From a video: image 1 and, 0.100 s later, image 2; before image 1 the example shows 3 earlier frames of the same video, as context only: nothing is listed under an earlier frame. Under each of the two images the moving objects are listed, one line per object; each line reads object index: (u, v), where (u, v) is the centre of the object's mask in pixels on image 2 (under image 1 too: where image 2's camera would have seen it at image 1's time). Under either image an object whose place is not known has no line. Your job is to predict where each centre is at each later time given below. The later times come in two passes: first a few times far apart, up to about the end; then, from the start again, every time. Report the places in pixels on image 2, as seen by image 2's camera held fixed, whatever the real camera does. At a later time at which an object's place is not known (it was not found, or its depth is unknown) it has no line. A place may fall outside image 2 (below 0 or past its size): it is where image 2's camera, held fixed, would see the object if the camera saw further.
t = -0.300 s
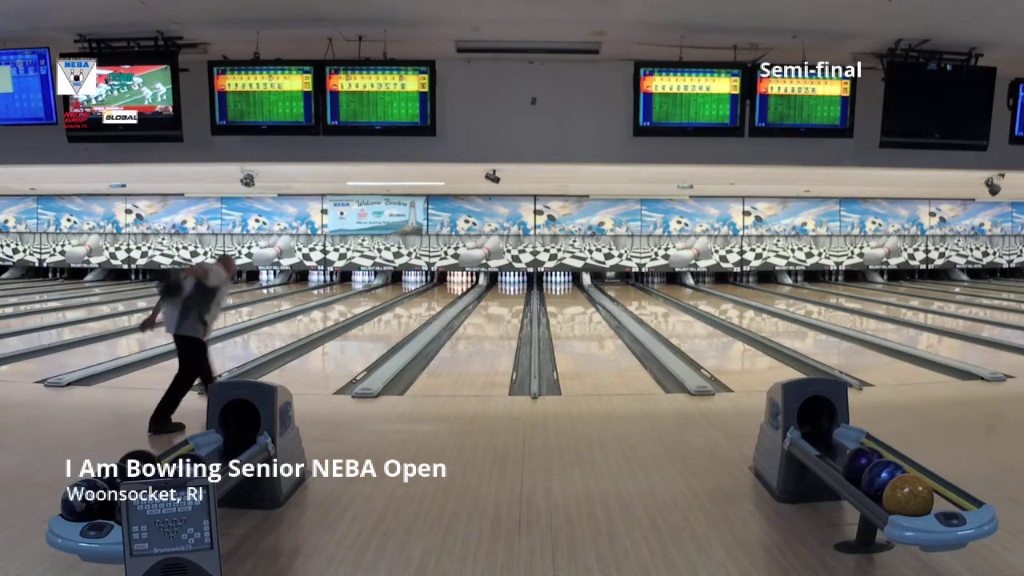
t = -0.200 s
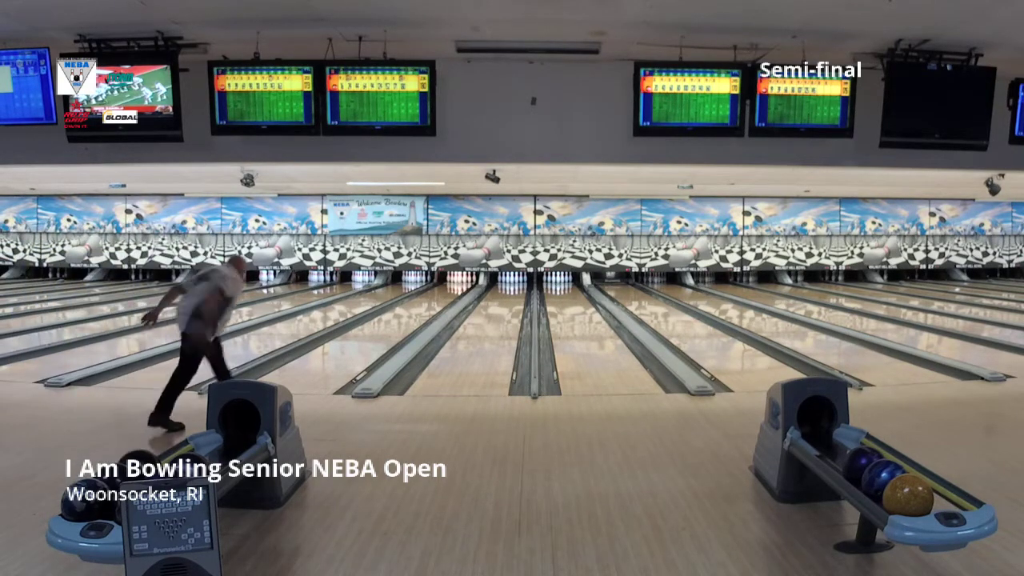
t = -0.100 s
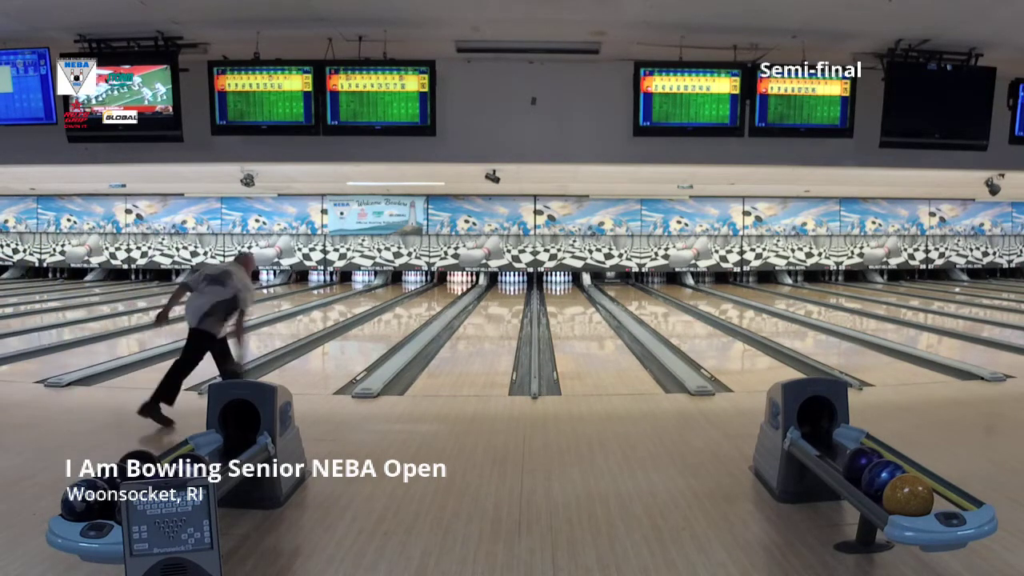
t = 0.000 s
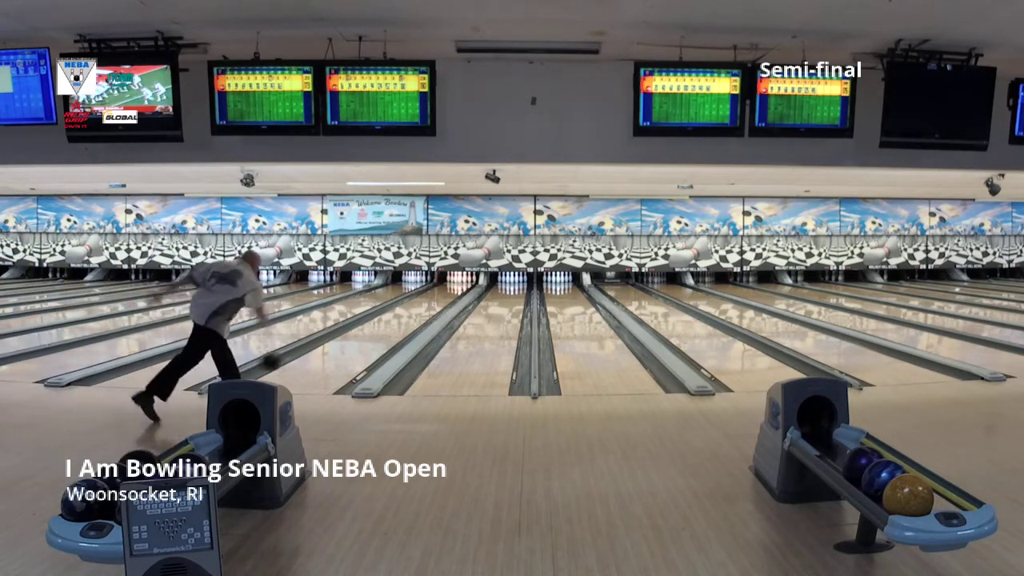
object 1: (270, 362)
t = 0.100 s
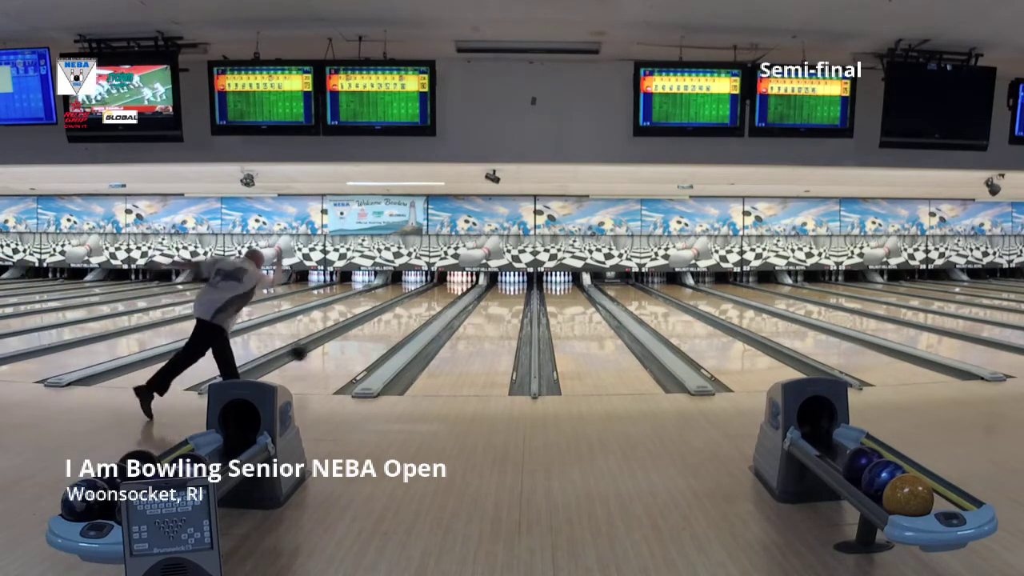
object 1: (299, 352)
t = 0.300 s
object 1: (340, 347)
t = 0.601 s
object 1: (383, 326)
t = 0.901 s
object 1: (412, 312)
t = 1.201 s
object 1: (432, 302)
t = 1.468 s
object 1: (444, 295)
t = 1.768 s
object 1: (453, 289)
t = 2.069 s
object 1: (459, 285)
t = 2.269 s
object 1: (460, 284)
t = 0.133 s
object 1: (306, 352)
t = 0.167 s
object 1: (314, 352)
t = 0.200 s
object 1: (322, 352)
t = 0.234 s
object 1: (328, 353)
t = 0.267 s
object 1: (335, 350)
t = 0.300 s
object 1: (340, 347)
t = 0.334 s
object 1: (347, 344)
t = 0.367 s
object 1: (352, 342)
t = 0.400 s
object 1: (357, 339)
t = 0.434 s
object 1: (362, 337)
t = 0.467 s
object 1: (367, 335)
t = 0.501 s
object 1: (371, 332)
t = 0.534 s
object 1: (375, 331)
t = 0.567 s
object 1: (380, 328)
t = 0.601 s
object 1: (383, 326)
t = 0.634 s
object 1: (387, 324)
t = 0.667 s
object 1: (391, 323)
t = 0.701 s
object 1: (395, 321)
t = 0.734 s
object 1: (398, 319)
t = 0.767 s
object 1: (401, 318)
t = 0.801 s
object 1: (404, 316)
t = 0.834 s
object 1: (407, 315)
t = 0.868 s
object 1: (410, 313)
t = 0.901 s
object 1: (412, 312)
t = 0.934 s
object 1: (415, 311)
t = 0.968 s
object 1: (417, 310)
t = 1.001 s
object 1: (420, 308)
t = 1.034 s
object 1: (422, 307)
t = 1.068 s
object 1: (424, 306)
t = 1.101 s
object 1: (427, 305)
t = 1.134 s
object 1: (429, 304)
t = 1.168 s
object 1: (430, 303)
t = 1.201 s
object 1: (432, 302)
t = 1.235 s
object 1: (434, 301)
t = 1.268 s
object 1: (436, 300)
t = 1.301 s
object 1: (437, 299)
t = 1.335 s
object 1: (439, 298)
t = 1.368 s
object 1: (440, 297)
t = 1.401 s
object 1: (442, 296)
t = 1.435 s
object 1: (443, 295)
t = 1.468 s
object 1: (444, 295)
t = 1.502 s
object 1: (446, 294)
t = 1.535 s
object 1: (447, 293)
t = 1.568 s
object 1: (448, 293)
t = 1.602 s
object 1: (450, 292)
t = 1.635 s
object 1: (451, 291)
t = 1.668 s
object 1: (451, 290)
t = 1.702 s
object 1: (452, 290)
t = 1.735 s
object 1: (452, 289)
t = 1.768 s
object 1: (453, 289)
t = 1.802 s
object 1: (455, 289)
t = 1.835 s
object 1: (458, 289)
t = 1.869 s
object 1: (456, 287)
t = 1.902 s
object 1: (457, 287)
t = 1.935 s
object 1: (457, 286)
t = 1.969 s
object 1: (458, 286)
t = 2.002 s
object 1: (458, 285)
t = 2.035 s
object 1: (459, 285)
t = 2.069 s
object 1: (459, 285)
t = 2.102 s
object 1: (459, 285)
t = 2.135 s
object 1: (459, 285)
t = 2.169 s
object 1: (460, 285)
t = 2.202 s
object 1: (460, 285)
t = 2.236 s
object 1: (460, 284)
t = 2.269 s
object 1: (460, 284)
